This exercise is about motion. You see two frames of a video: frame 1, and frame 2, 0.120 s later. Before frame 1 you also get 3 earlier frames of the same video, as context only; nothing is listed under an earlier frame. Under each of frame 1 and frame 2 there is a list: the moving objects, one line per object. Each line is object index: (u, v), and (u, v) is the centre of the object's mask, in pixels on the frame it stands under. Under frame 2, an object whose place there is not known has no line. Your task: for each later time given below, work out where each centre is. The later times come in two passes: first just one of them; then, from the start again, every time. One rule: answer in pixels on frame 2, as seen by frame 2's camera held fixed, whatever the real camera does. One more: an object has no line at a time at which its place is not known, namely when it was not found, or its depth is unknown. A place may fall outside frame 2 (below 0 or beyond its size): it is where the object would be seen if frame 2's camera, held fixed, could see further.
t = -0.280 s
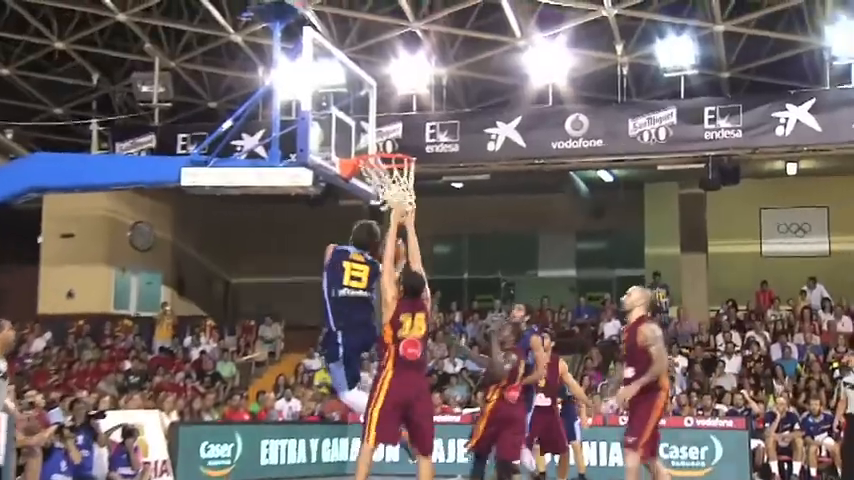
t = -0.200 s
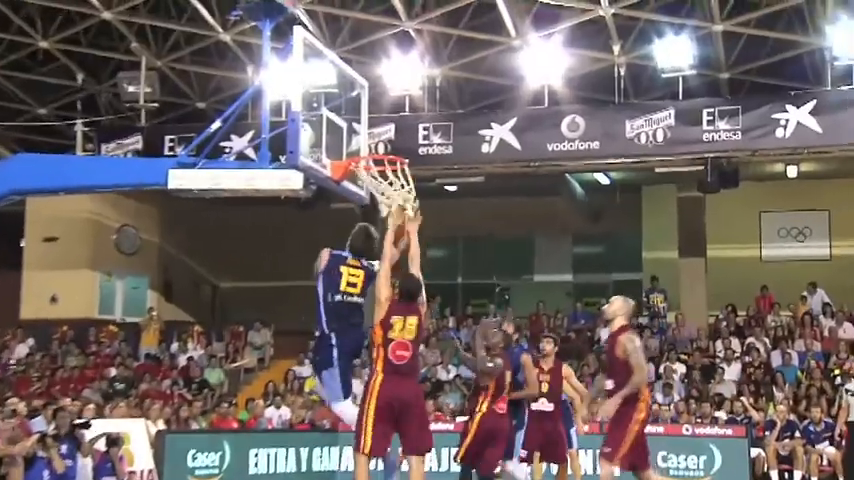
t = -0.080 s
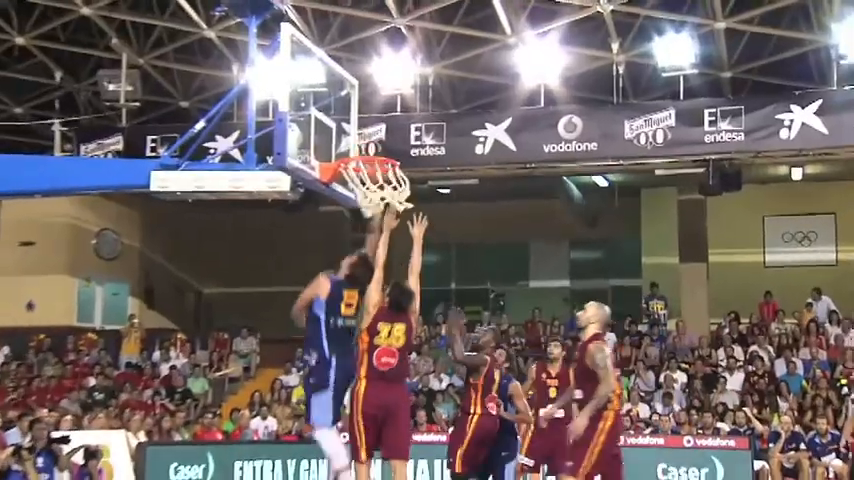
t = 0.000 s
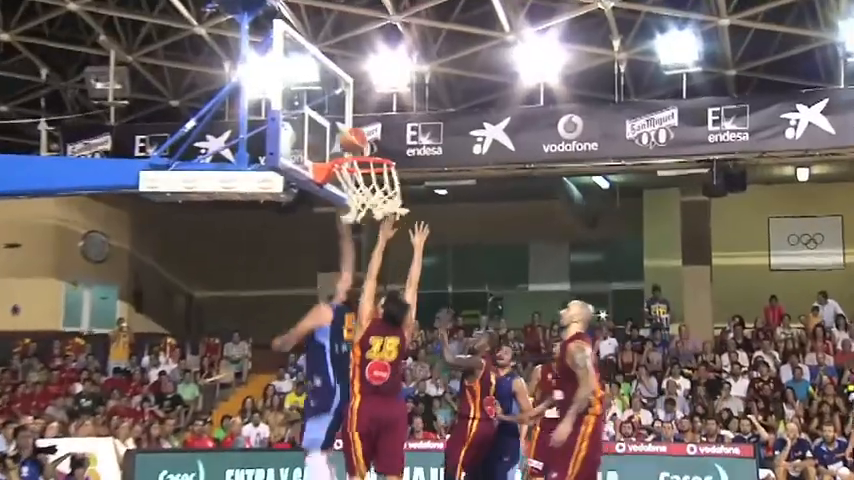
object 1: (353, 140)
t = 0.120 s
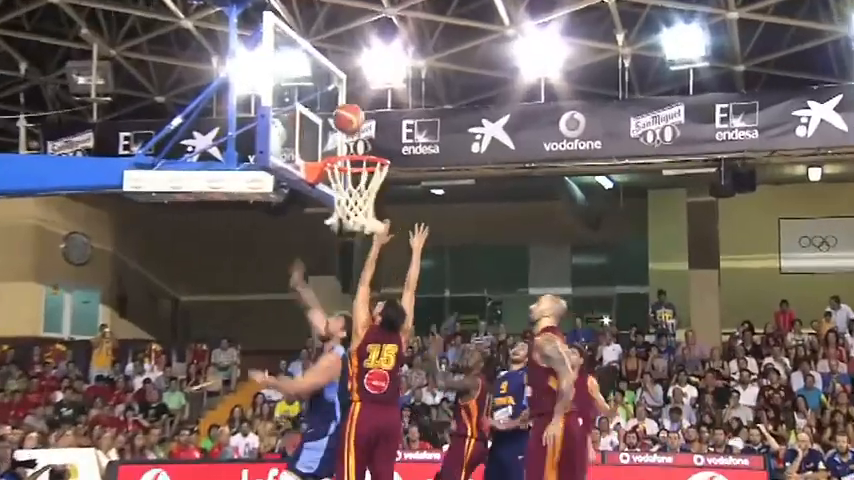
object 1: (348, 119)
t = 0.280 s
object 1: (364, 128)
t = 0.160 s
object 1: (353, 118)
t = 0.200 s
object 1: (357, 120)
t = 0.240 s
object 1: (361, 123)
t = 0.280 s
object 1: (364, 128)
